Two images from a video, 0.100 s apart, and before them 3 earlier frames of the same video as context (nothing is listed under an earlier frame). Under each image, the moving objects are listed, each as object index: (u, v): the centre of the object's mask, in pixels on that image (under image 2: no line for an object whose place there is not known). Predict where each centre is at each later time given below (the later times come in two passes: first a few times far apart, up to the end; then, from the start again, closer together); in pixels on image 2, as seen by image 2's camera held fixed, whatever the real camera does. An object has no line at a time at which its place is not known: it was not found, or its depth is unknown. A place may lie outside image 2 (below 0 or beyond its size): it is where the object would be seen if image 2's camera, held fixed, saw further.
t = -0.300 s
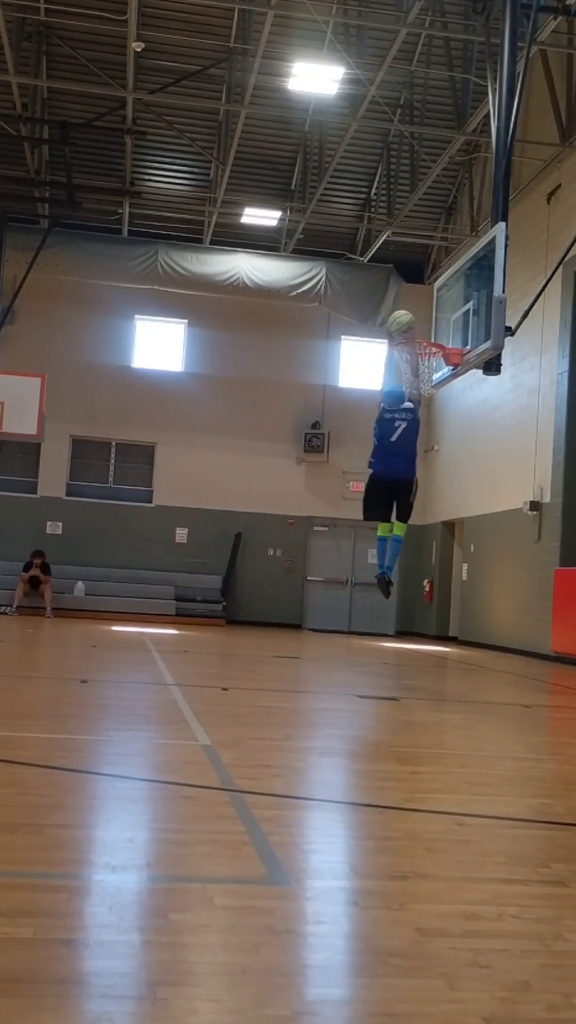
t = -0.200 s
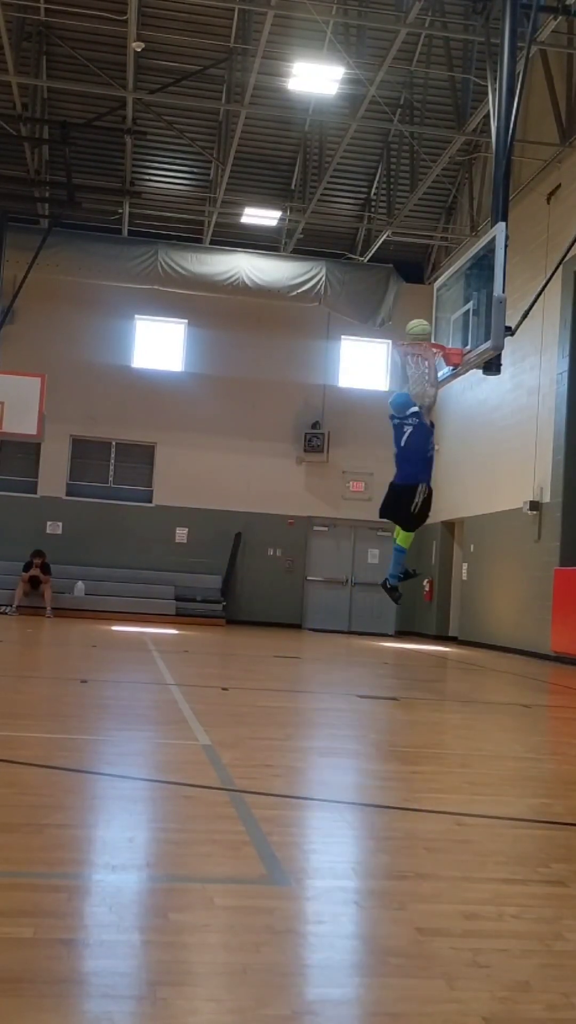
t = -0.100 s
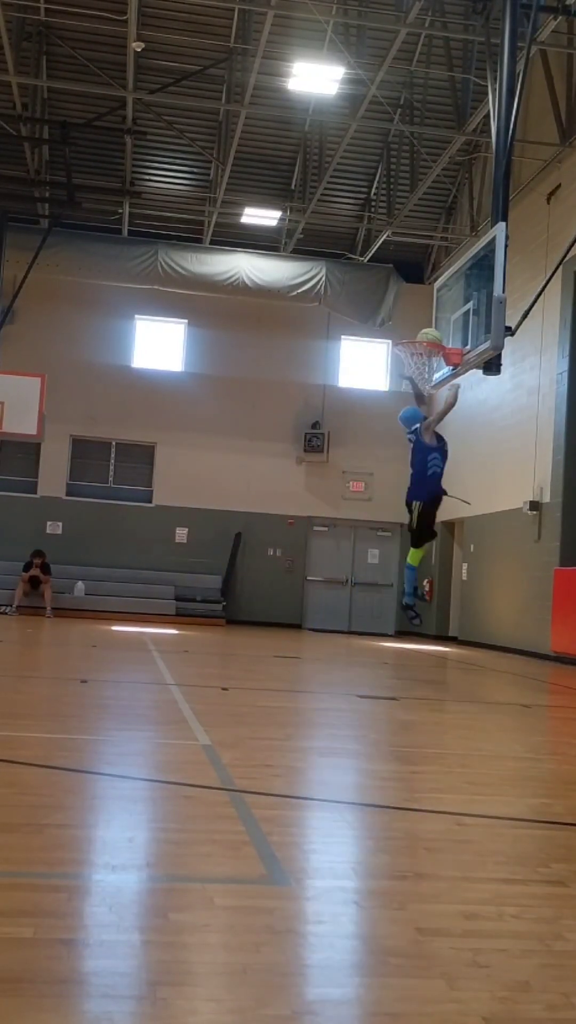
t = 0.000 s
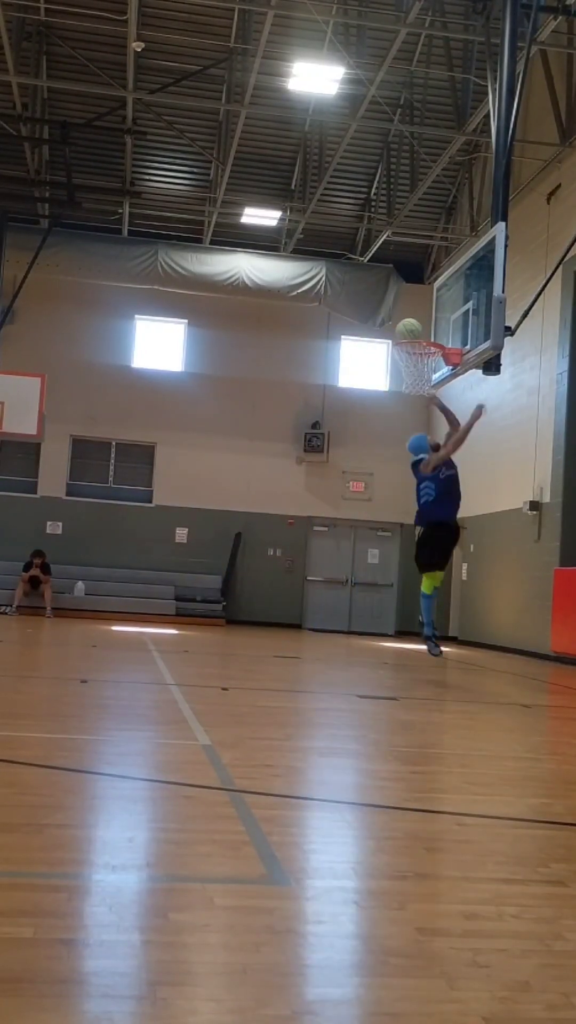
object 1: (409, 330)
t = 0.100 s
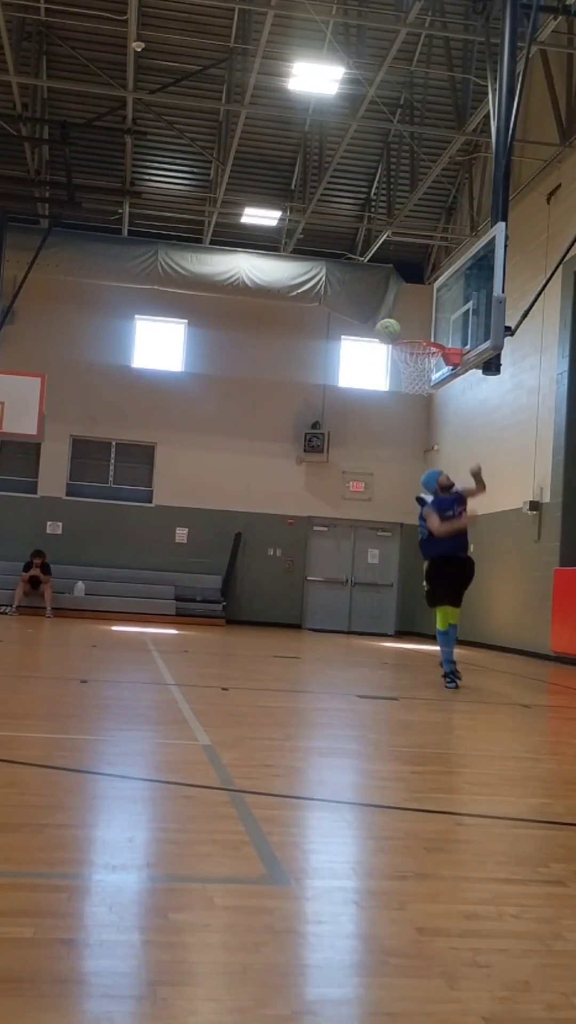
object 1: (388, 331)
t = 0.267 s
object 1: (351, 355)
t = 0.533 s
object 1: (292, 452)
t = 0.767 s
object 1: (234, 599)
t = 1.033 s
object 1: (206, 551)
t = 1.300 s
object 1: (187, 475)
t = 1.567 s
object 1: (162, 475)
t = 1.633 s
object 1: (156, 487)
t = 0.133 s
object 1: (381, 333)
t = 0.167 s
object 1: (374, 337)
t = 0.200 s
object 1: (366, 341)
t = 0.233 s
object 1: (359, 347)
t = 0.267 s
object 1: (351, 355)
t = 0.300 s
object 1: (343, 364)
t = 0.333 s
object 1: (336, 373)
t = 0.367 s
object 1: (329, 378)
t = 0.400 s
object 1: (321, 393)
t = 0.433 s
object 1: (313, 406)
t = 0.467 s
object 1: (306, 421)
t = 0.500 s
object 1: (298, 436)
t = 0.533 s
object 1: (292, 452)
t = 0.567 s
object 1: (284, 469)
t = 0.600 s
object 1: (275, 488)
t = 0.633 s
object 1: (267, 508)
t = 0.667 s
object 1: (258, 529)
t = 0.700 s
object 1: (250, 551)
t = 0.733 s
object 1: (242, 575)
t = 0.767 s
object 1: (234, 599)
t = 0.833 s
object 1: (217, 654)
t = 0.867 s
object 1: (214, 637)
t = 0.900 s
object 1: (213, 617)
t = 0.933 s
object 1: (211, 600)
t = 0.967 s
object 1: (209, 583)
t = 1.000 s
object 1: (208, 566)
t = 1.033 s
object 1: (206, 551)
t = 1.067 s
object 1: (204, 538)
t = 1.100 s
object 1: (202, 525)
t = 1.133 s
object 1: (199, 514)
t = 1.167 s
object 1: (197, 504)
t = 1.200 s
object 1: (195, 495)
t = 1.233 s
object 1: (193, 487)
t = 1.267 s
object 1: (190, 481)
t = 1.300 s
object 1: (187, 475)
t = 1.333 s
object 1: (185, 471)
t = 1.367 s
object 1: (182, 468)
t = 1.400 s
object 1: (179, 467)
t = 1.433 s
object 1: (176, 466)
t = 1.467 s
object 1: (173, 466)
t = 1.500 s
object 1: (170, 468)
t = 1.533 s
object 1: (166, 471)
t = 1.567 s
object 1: (162, 475)
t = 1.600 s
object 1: (159, 481)
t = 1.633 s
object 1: (156, 487)
